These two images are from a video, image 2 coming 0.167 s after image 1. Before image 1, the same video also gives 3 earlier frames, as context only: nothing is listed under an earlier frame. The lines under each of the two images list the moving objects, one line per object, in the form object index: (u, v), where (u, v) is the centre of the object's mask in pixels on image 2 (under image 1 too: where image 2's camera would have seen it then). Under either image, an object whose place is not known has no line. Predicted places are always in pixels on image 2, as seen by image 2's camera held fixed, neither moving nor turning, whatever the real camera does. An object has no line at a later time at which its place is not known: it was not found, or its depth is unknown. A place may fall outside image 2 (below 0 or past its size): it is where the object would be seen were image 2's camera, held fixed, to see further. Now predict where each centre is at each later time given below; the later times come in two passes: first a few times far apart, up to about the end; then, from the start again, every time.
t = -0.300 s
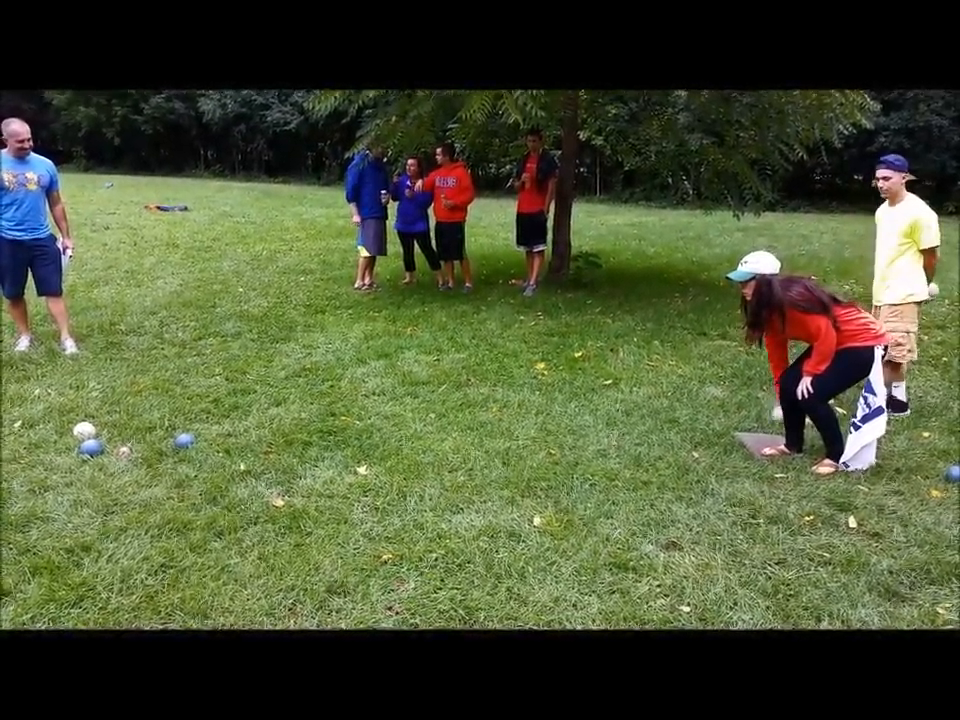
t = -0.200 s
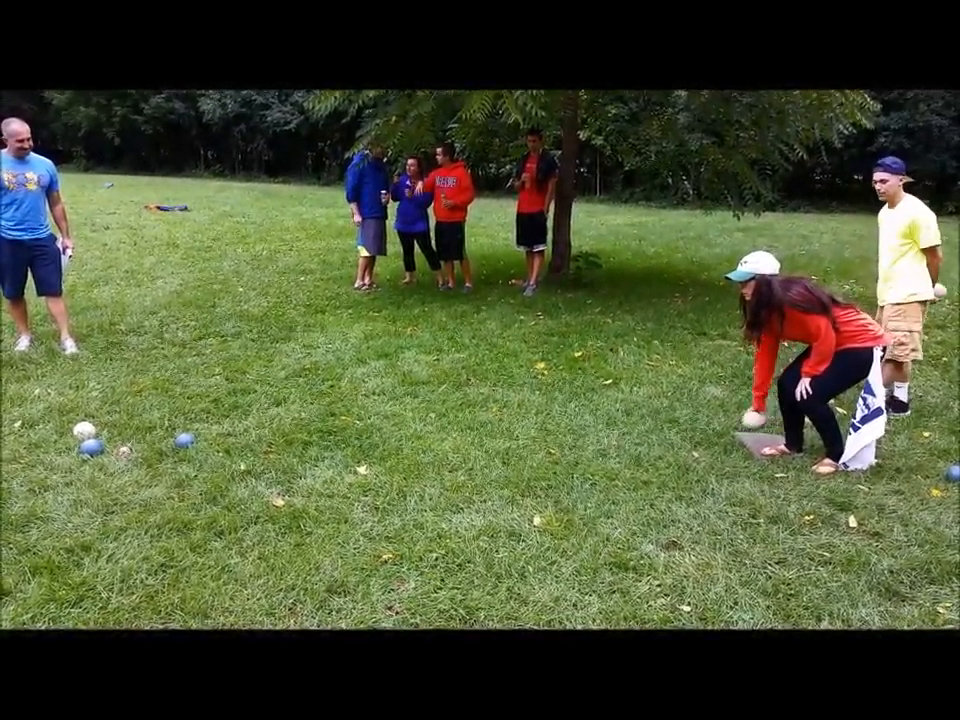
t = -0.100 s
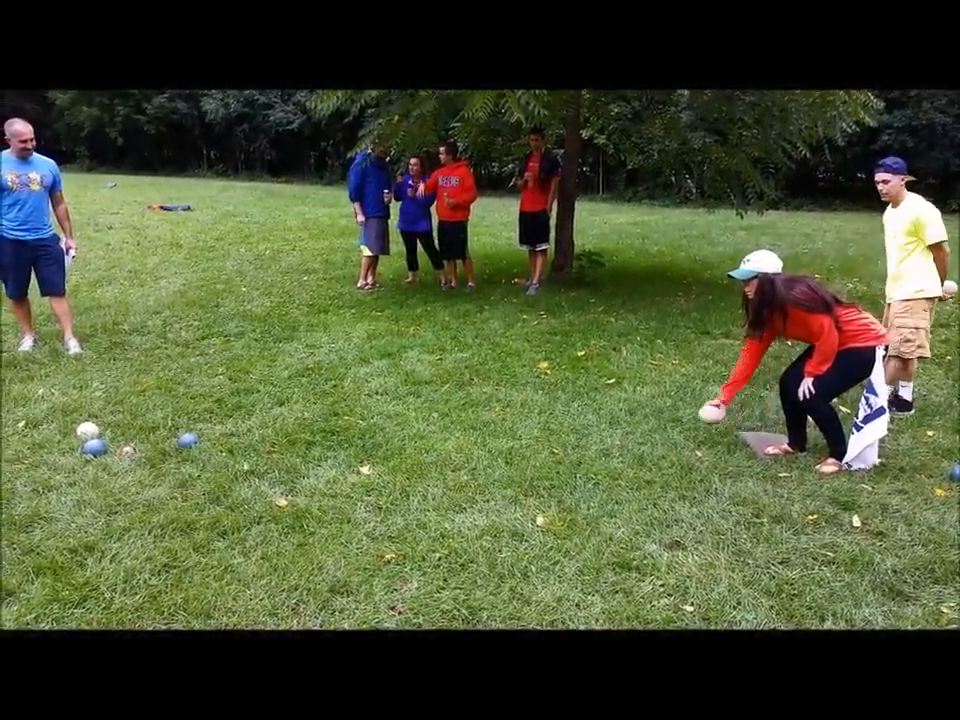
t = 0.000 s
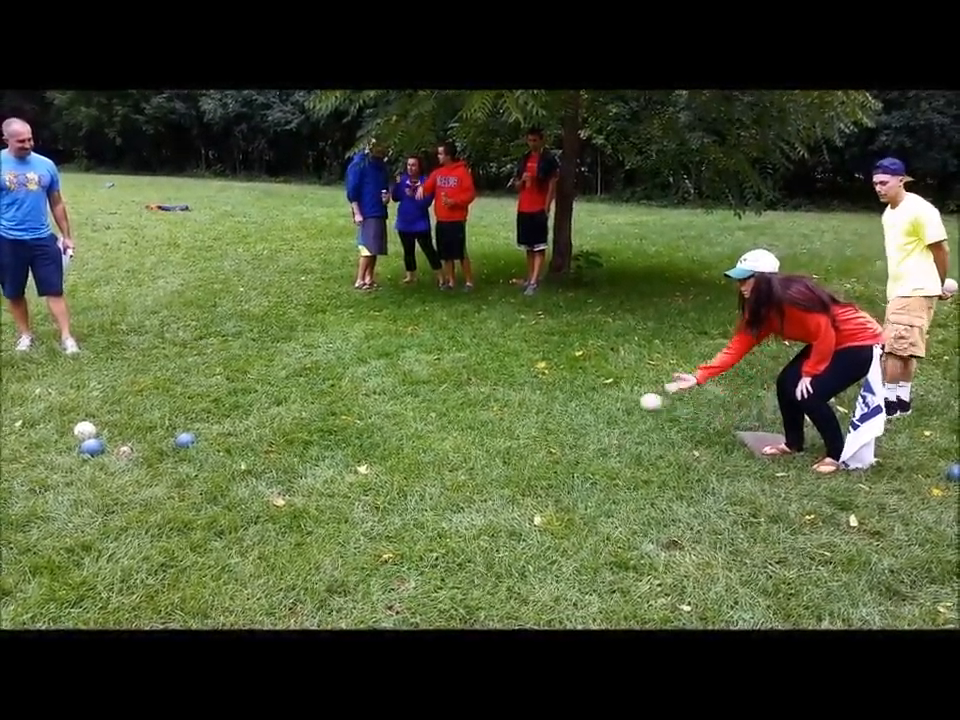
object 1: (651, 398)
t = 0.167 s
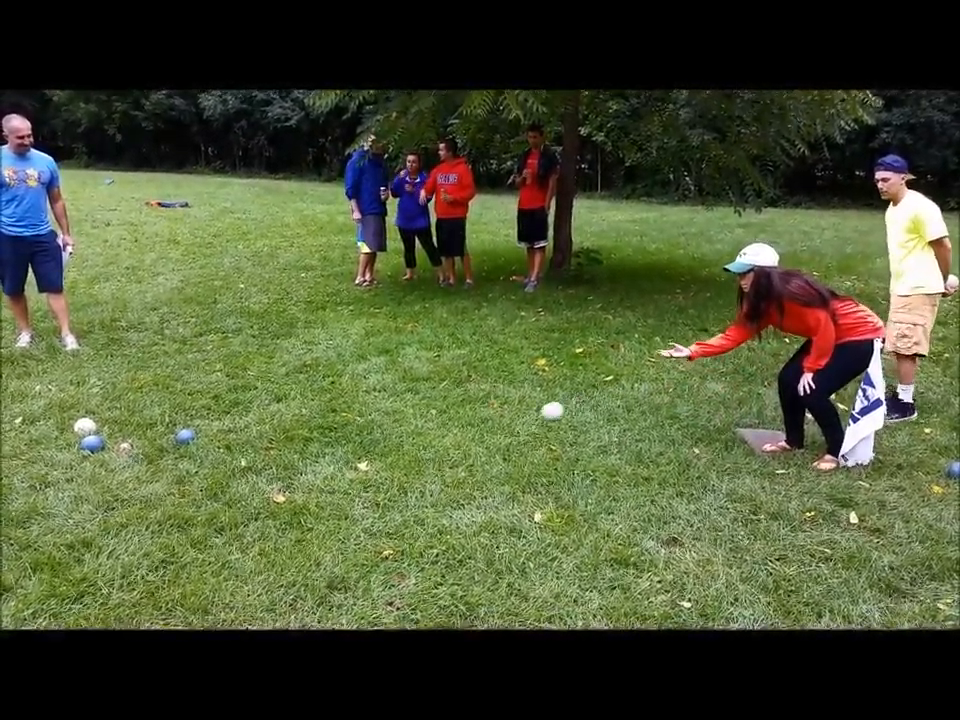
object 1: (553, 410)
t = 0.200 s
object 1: (532, 419)
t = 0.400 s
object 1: (438, 424)
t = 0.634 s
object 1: (343, 433)
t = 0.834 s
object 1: (262, 440)
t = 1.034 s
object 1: (186, 445)
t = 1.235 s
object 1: (117, 449)
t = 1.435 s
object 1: (70, 455)
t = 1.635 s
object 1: (31, 466)
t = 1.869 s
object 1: (2, 474)
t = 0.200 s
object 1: (532, 419)
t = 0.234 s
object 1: (510, 430)
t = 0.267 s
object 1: (491, 439)
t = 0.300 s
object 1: (477, 433)
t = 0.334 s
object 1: (465, 429)
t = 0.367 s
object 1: (451, 425)
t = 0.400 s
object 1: (438, 424)
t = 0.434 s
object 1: (424, 425)
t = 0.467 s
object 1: (411, 427)
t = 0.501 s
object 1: (397, 432)
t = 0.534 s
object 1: (383, 437)
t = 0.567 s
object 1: (369, 435)
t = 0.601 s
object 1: (356, 433)
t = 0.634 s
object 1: (343, 433)
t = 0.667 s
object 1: (329, 435)
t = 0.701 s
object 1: (316, 438)
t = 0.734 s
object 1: (302, 438)
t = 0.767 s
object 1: (289, 438)
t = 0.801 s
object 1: (275, 439)
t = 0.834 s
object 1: (262, 440)
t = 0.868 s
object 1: (249, 439)
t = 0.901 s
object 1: (237, 440)
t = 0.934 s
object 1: (223, 442)
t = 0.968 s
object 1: (211, 443)
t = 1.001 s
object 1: (198, 443)
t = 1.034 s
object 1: (186, 445)
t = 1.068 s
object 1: (174, 448)
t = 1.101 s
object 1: (162, 449)
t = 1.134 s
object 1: (151, 447)
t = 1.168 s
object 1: (138, 448)
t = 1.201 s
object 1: (128, 449)
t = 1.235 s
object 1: (117, 449)
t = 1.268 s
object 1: (107, 450)
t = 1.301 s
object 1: (98, 450)
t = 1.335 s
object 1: (91, 451)
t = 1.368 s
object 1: (83, 453)
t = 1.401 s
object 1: (76, 454)
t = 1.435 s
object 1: (70, 455)
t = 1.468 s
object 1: (63, 457)
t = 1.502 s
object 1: (57, 460)
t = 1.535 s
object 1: (50, 461)
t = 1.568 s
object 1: (44, 463)
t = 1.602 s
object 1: (38, 464)
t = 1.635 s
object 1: (31, 466)
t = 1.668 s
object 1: (26, 467)
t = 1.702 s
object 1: (21, 467)
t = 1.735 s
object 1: (16, 469)
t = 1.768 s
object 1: (11, 470)
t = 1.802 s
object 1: (6, 471)
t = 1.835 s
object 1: (4, 473)
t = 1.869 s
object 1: (2, 474)
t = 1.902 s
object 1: (1, 475)
